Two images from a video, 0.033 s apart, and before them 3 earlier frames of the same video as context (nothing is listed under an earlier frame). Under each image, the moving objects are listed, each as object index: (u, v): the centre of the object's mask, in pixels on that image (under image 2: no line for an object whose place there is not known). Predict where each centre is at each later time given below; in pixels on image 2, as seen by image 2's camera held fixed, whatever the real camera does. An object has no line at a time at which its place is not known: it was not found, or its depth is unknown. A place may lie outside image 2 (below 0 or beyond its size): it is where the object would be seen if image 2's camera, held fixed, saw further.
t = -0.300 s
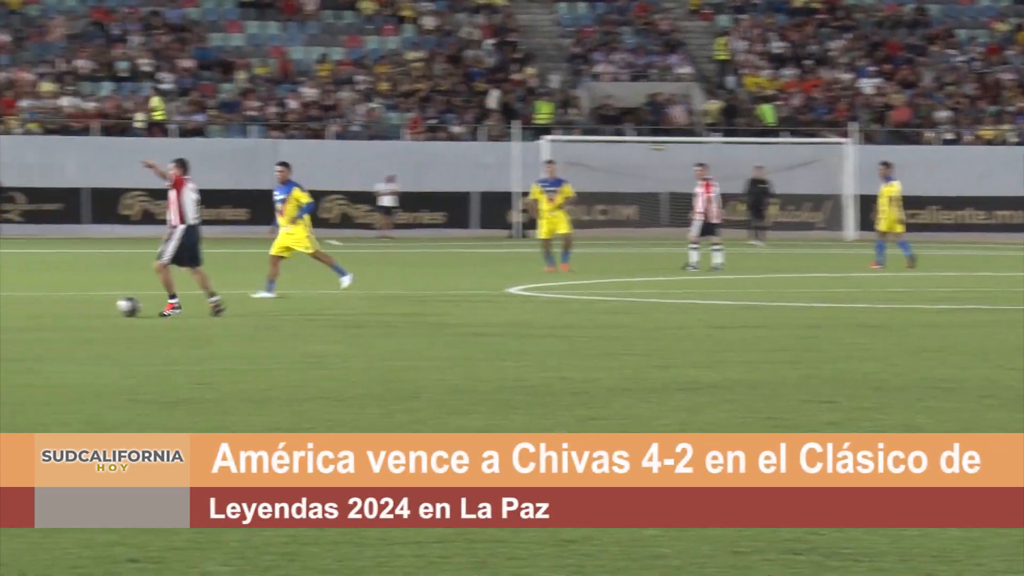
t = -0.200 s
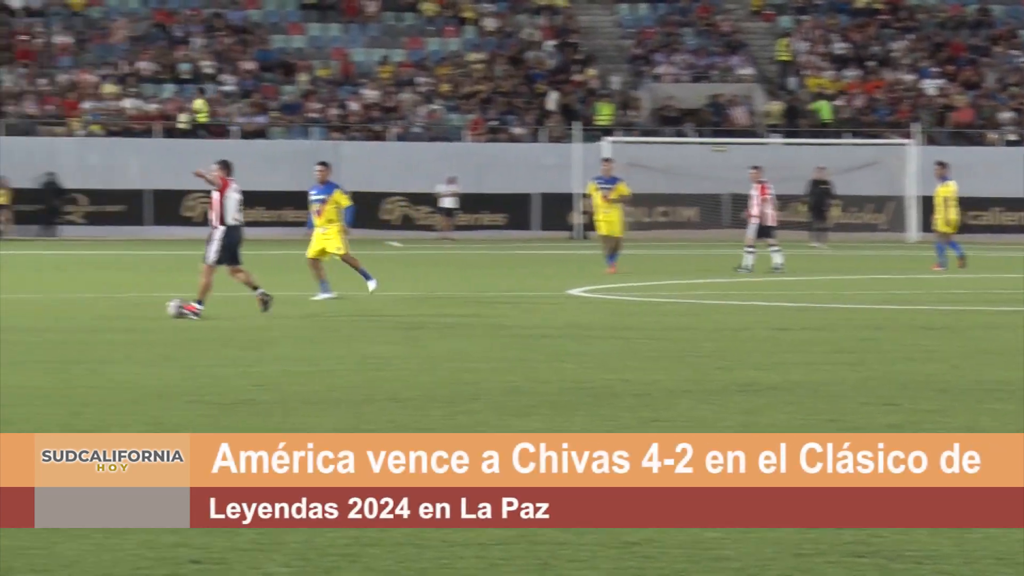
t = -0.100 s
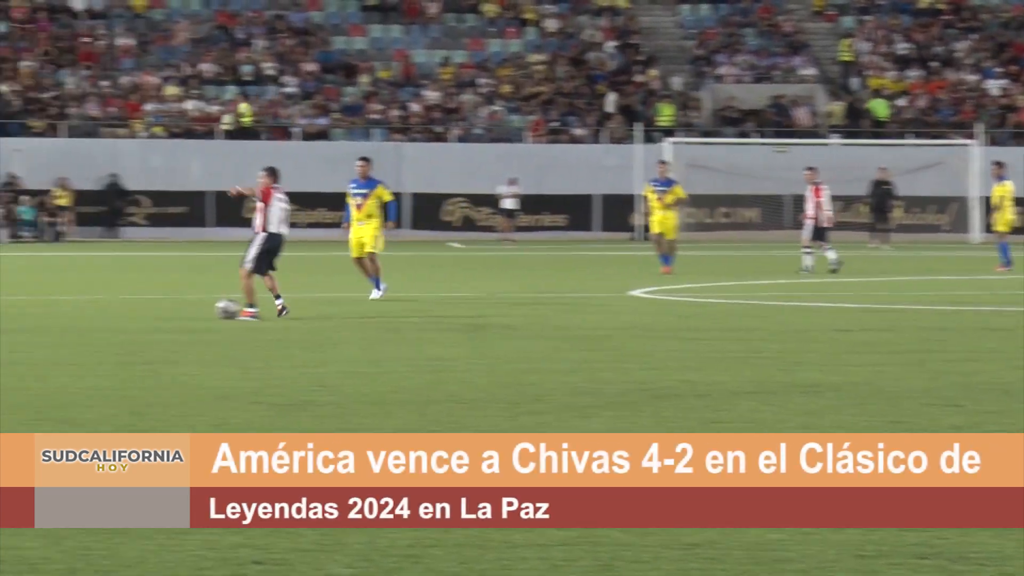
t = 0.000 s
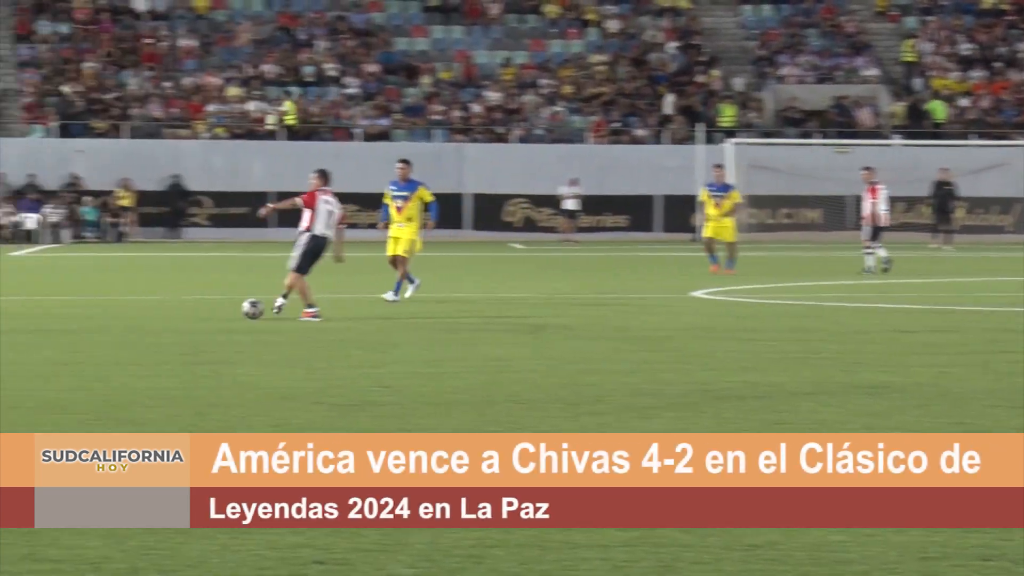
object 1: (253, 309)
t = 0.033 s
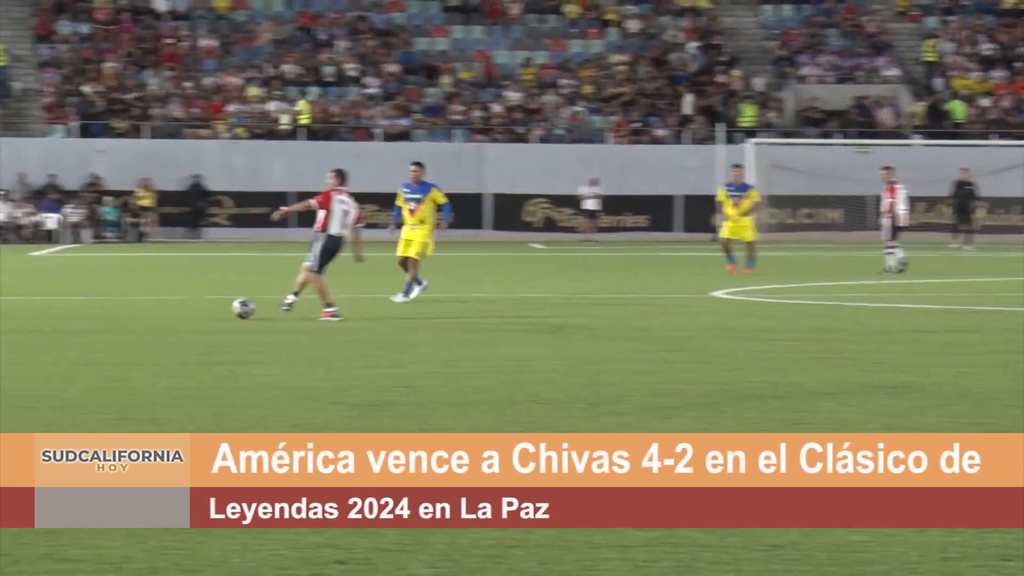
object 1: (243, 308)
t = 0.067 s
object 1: (214, 309)
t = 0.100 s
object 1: (185, 309)
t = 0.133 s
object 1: (159, 309)
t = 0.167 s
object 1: (133, 308)
